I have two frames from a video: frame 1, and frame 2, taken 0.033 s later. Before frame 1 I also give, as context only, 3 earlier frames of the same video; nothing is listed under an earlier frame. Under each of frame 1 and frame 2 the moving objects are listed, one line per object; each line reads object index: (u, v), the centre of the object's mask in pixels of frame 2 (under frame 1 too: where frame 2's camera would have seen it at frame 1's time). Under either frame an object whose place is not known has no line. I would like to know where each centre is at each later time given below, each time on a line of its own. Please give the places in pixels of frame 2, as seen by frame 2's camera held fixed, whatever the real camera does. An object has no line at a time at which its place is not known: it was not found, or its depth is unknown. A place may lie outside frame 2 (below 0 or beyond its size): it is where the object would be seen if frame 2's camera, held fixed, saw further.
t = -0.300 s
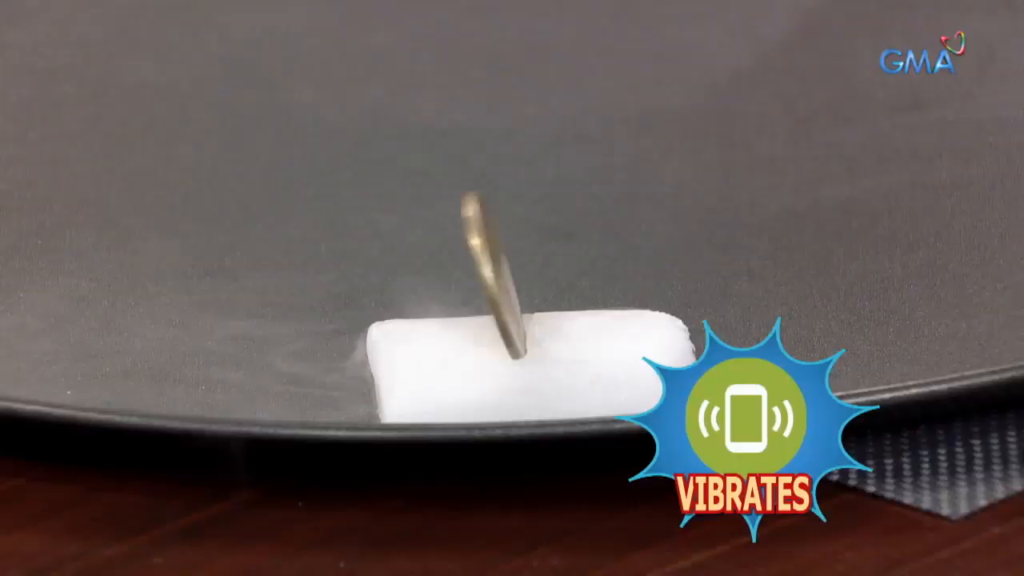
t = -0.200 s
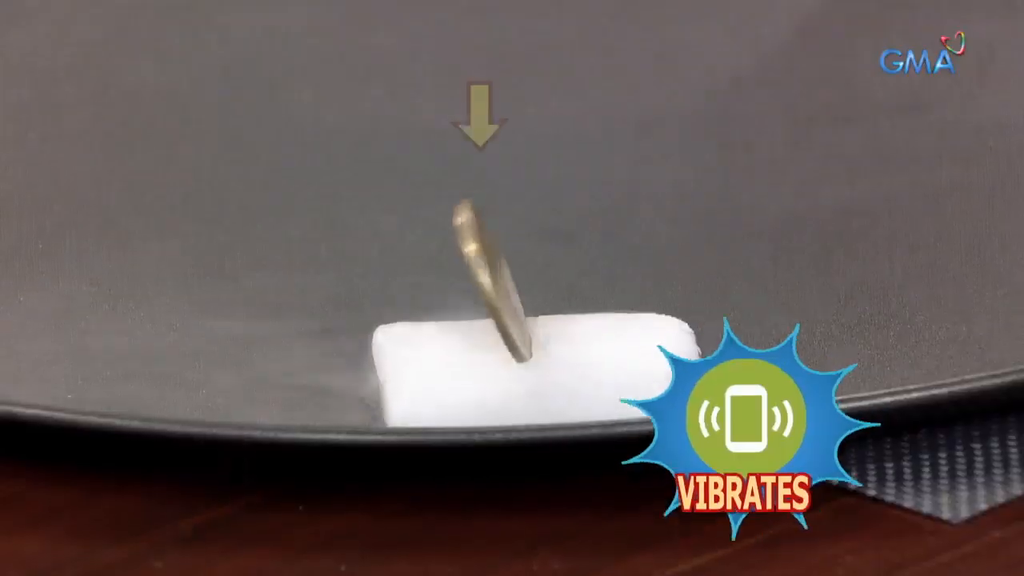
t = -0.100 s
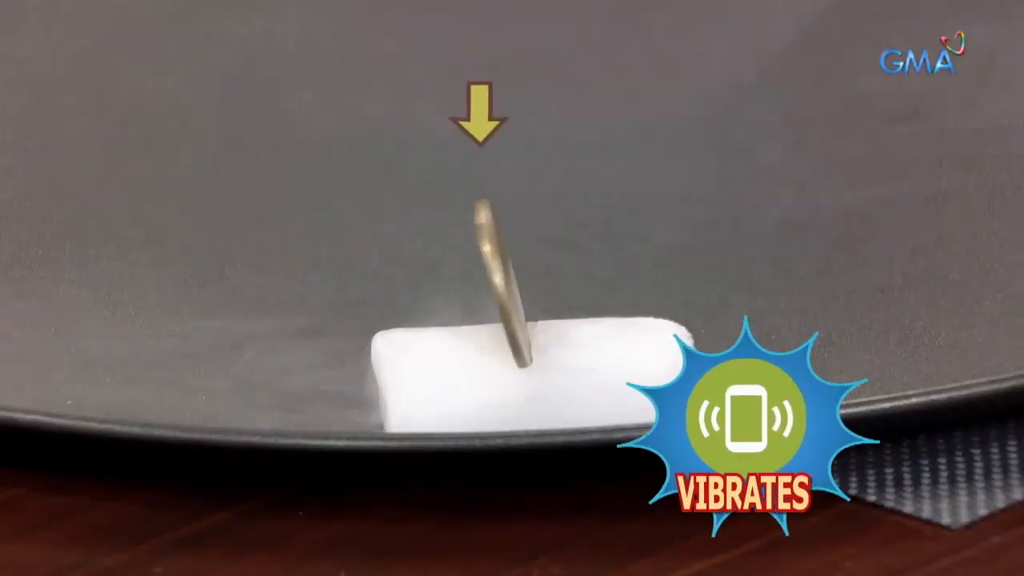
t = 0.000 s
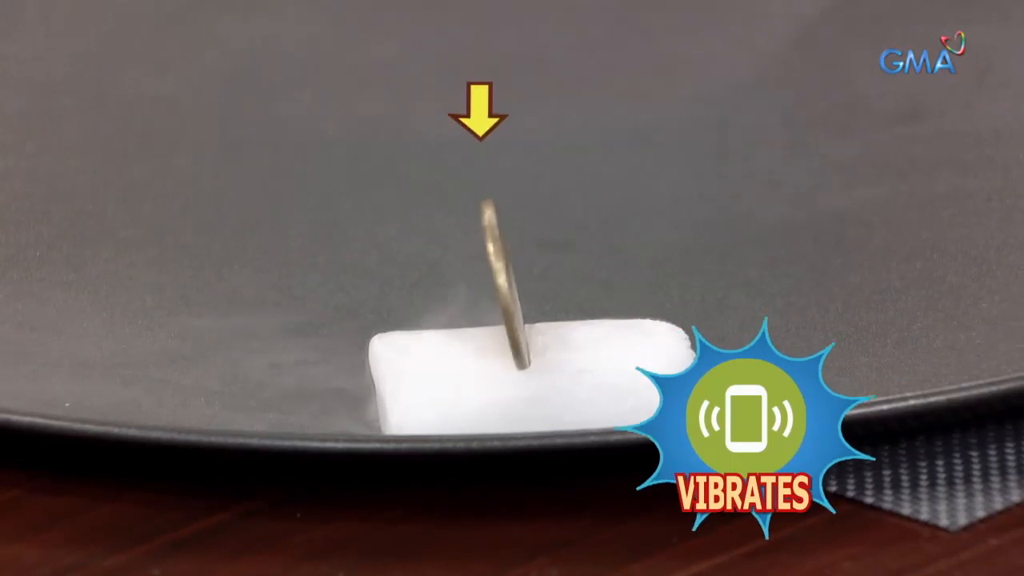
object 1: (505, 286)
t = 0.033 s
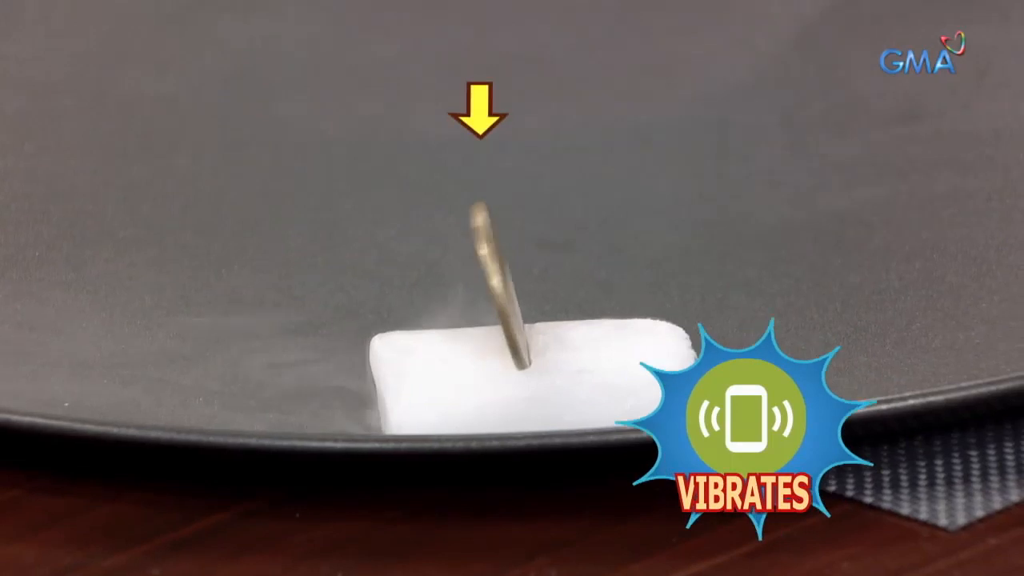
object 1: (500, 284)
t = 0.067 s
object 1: (480, 288)
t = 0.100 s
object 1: (481, 287)
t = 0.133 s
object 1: (496, 285)
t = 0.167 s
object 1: (504, 284)
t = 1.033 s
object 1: (488, 289)
